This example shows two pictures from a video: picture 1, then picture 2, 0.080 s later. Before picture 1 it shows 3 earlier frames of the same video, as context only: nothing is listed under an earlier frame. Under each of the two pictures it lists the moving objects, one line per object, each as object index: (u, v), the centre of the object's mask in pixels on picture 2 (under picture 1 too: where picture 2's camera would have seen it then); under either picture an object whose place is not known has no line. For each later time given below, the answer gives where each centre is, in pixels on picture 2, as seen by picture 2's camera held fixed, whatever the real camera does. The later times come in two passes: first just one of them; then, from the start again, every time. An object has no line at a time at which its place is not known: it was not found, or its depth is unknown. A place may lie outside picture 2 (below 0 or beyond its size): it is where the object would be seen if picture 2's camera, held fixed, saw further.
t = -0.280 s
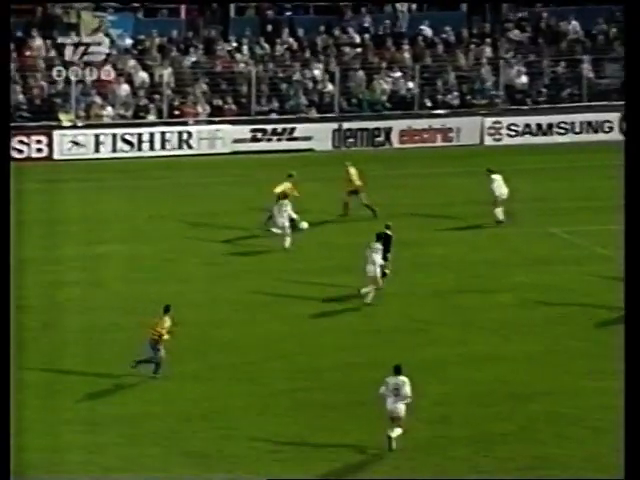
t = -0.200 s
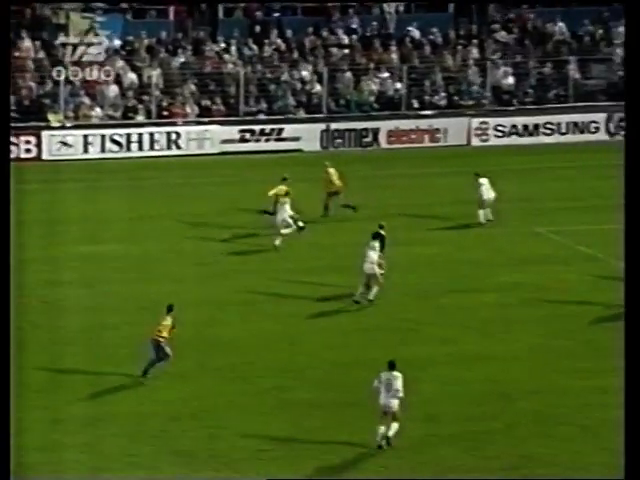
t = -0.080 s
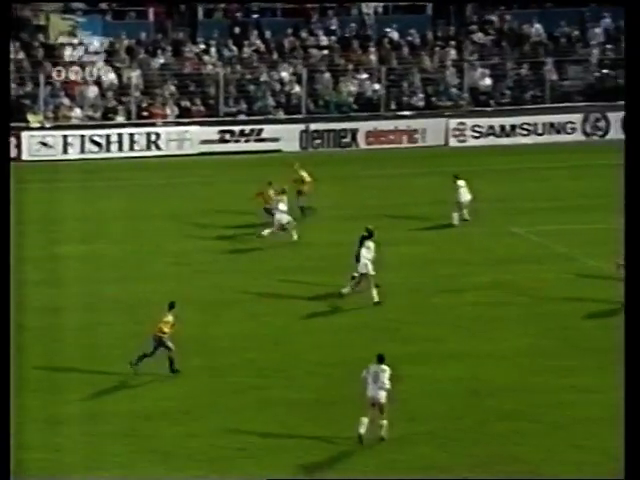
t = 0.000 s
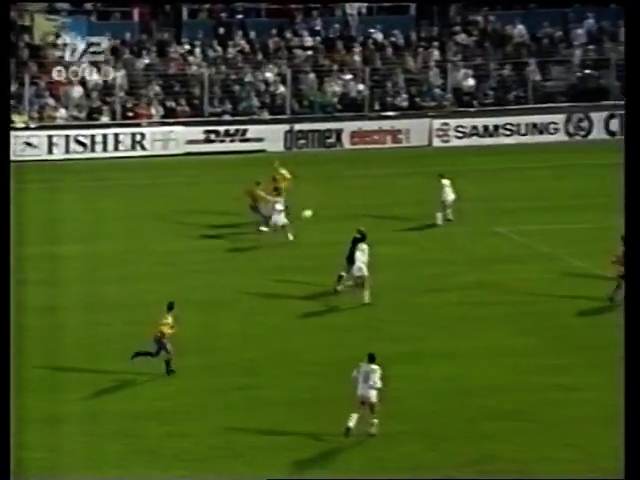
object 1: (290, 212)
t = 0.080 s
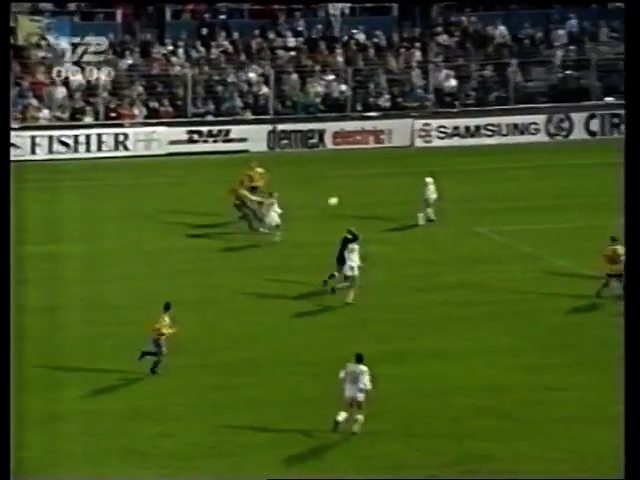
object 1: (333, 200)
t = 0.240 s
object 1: (416, 178)
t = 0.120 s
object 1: (354, 194)
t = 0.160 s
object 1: (375, 189)
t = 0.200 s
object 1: (396, 184)
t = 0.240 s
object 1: (416, 178)
